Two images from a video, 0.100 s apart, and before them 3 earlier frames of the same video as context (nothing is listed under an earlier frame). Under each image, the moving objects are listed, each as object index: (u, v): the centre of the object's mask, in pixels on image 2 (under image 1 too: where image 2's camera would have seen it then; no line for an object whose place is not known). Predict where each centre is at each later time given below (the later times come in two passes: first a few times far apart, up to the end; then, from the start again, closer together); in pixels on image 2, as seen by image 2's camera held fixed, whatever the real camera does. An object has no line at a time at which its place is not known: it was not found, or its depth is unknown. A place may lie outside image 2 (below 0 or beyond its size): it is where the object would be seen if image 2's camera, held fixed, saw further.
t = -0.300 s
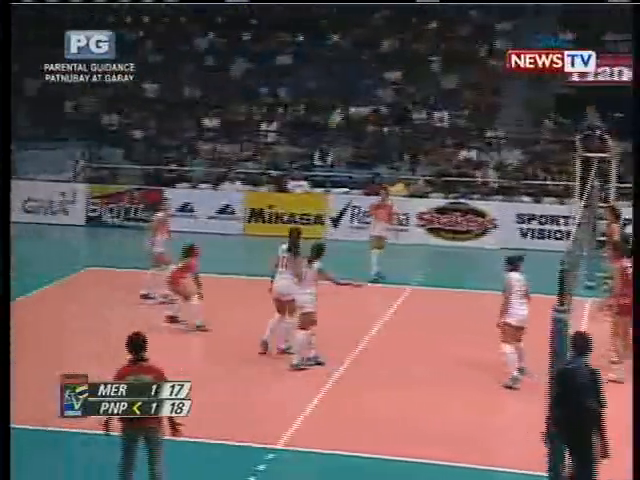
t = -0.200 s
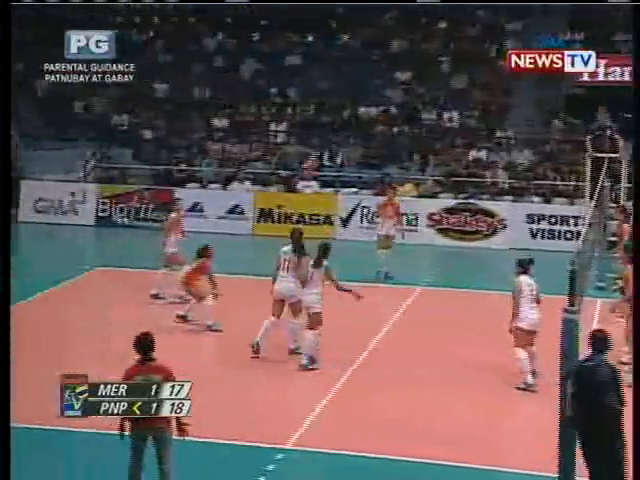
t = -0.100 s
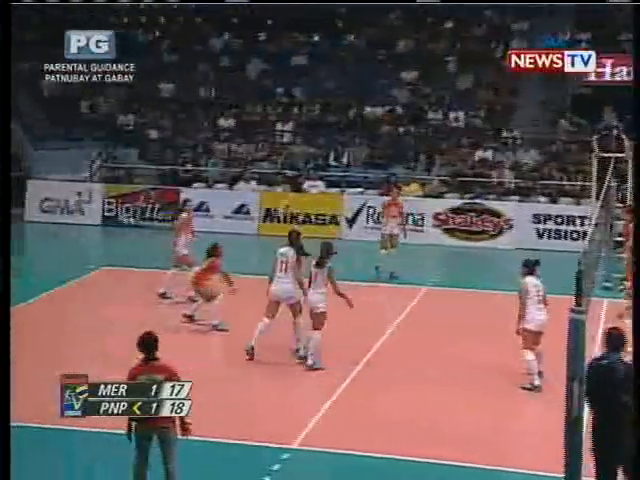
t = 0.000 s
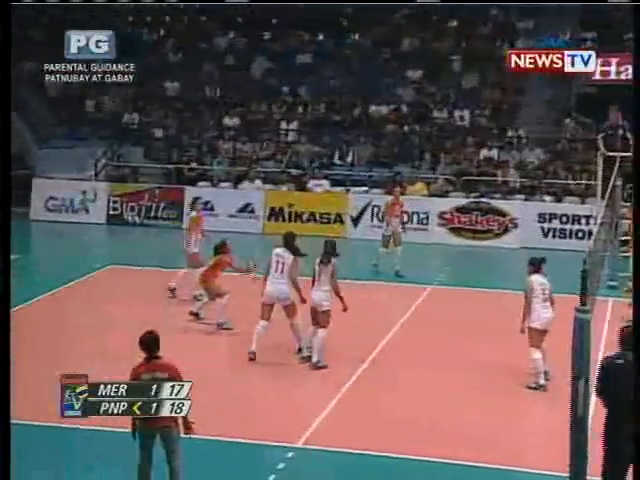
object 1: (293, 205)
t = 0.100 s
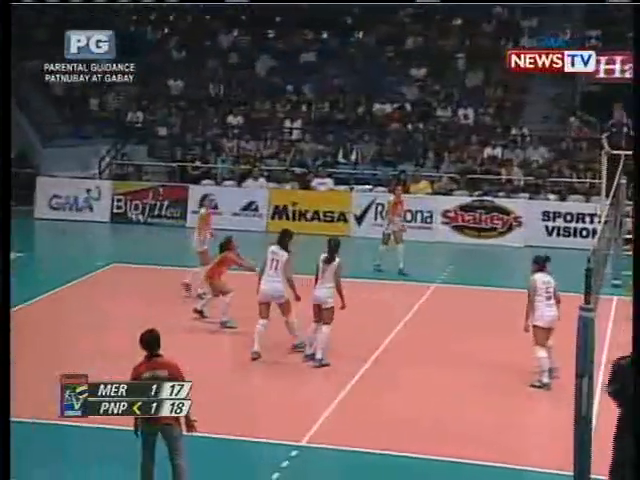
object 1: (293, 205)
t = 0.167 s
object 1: (297, 203)
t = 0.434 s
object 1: (369, 139)
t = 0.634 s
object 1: (423, 125)
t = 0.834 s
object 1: (476, 140)
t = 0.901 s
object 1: (492, 151)
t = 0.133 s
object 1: (293, 209)
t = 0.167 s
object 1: (297, 203)
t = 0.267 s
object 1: (322, 174)
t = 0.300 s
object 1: (334, 164)
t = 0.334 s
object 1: (341, 157)
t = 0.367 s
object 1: (351, 151)
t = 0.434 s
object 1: (369, 139)
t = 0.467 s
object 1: (379, 136)
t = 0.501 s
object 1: (388, 133)
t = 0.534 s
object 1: (396, 131)
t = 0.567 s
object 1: (406, 127)
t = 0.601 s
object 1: (414, 125)
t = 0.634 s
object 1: (423, 125)
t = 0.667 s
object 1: (430, 124)
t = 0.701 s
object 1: (440, 126)
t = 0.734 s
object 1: (449, 129)
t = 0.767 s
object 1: (459, 132)
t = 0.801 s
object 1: (468, 136)
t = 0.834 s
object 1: (476, 140)
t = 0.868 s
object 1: (485, 145)
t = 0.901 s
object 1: (492, 151)
